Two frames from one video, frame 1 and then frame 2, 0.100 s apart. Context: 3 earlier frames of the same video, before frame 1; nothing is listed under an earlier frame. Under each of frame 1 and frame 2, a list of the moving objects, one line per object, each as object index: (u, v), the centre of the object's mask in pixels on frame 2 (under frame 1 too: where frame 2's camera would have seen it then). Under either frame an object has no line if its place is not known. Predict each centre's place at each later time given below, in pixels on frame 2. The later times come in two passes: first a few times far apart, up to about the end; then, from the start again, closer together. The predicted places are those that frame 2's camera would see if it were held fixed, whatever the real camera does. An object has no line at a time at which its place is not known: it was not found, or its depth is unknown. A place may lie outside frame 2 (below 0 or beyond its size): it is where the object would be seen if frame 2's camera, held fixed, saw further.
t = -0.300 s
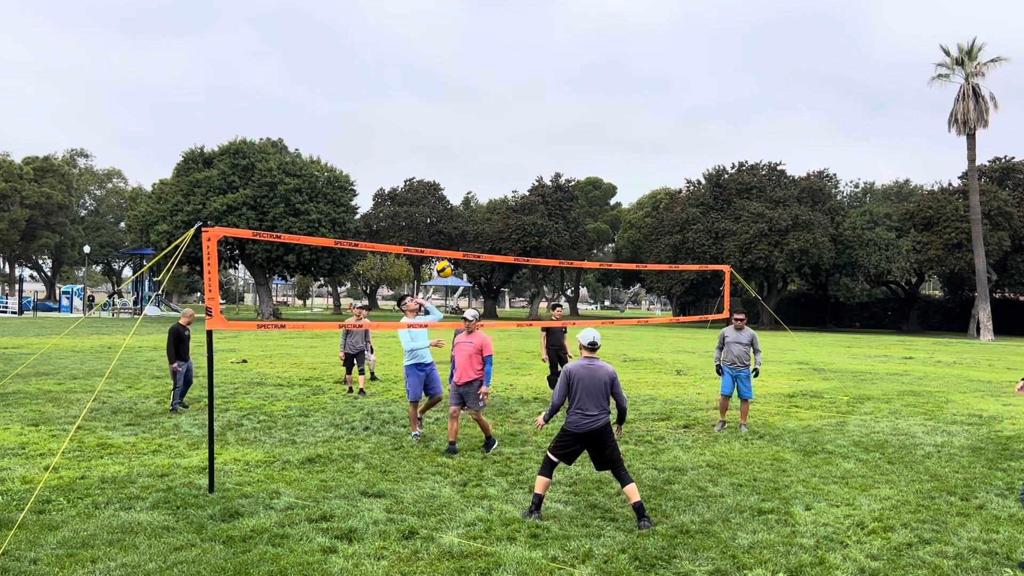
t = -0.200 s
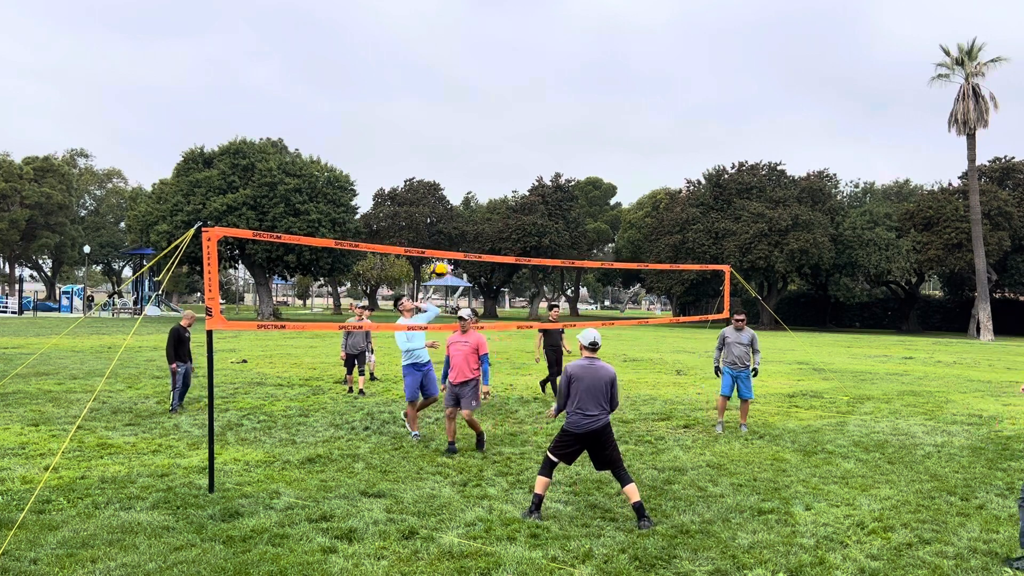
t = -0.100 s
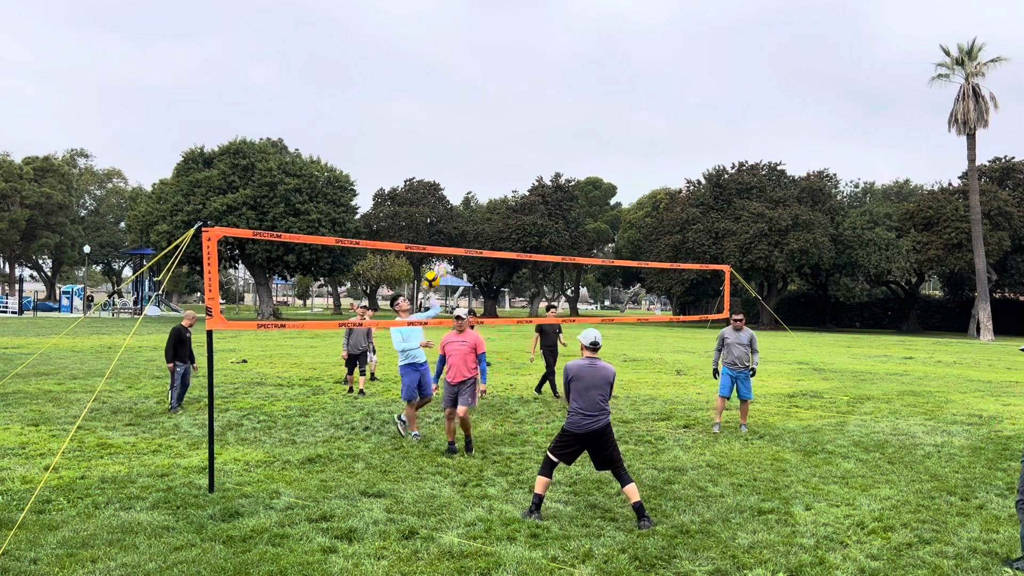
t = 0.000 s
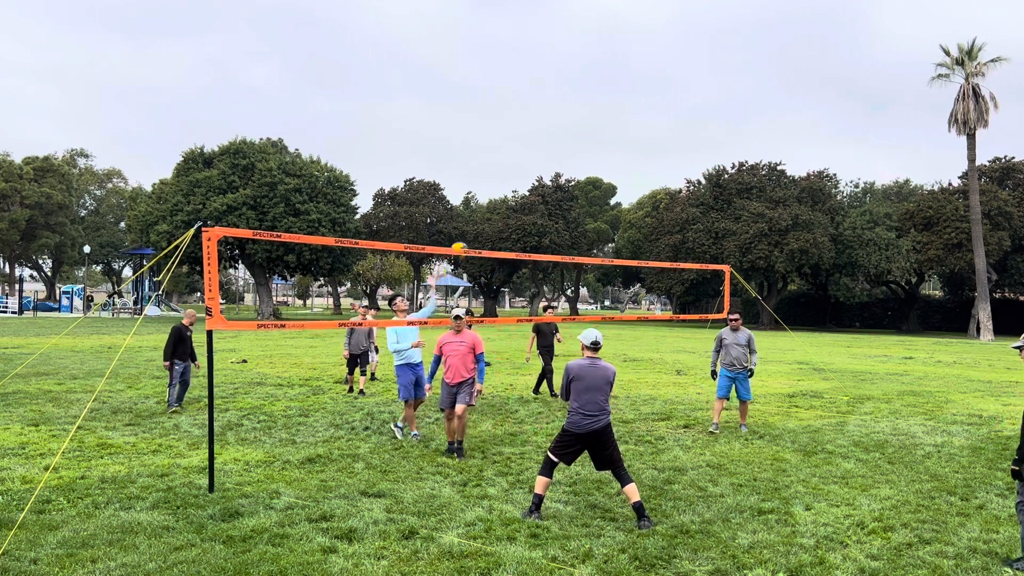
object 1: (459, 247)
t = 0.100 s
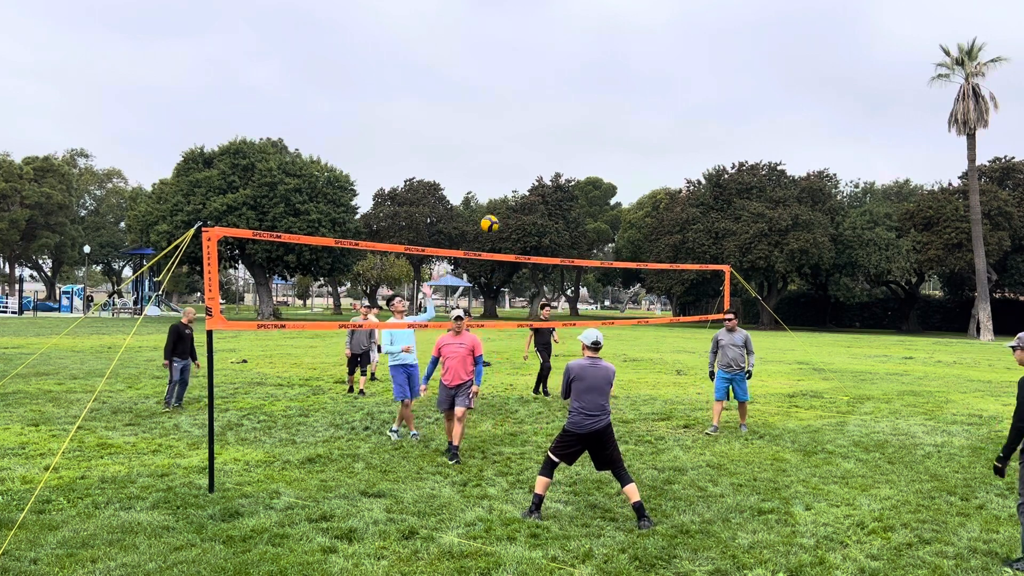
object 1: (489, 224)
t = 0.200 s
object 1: (521, 204)
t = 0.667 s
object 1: (686, 228)
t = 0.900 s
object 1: (785, 330)
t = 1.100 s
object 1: (879, 480)
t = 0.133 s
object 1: (500, 217)
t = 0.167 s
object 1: (510, 210)
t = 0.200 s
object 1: (521, 204)
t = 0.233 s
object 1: (531, 199)
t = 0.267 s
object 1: (542, 196)
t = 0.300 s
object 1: (554, 192)
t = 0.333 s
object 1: (564, 190)
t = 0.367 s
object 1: (576, 189)
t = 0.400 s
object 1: (587, 189)
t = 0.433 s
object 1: (599, 190)
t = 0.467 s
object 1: (610, 192)
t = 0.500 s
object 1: (623, 196)
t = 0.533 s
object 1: (634, 199)
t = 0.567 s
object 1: (647, 205)
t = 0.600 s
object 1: (660, 211)
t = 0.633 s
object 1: (673, 219)
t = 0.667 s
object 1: (686, 228)
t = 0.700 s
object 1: (699, 238)
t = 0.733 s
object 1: (713, 250)
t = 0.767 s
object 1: (727, 262)
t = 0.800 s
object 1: (741, 278)
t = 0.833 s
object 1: (755, 294)
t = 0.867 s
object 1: (770, 311)
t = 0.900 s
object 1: (785, 330)
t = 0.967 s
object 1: (815, 373)
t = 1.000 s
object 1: (832, 398)
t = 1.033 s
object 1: (847, 423)
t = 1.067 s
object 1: (862, 451)
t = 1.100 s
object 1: (879, 480)
